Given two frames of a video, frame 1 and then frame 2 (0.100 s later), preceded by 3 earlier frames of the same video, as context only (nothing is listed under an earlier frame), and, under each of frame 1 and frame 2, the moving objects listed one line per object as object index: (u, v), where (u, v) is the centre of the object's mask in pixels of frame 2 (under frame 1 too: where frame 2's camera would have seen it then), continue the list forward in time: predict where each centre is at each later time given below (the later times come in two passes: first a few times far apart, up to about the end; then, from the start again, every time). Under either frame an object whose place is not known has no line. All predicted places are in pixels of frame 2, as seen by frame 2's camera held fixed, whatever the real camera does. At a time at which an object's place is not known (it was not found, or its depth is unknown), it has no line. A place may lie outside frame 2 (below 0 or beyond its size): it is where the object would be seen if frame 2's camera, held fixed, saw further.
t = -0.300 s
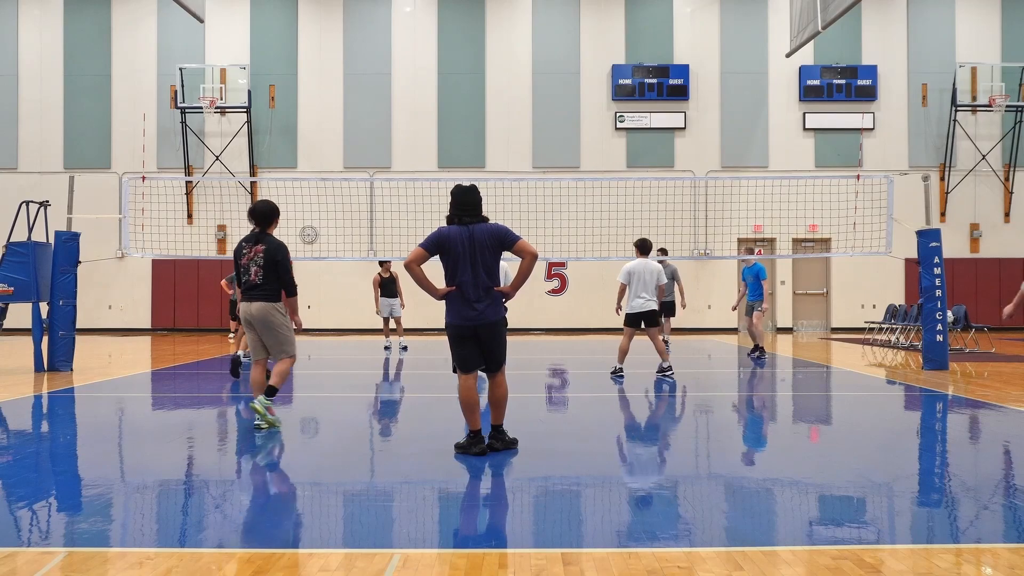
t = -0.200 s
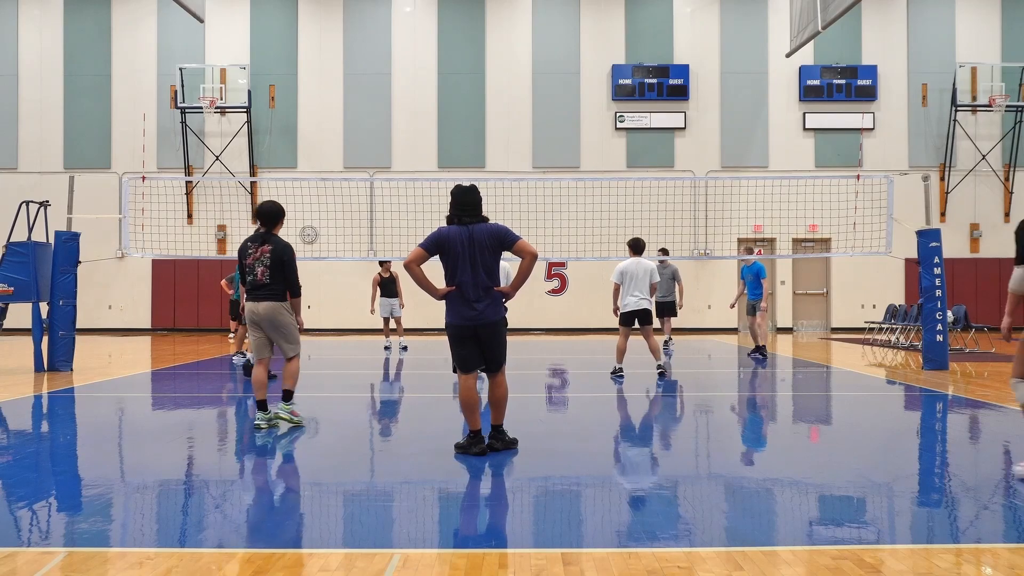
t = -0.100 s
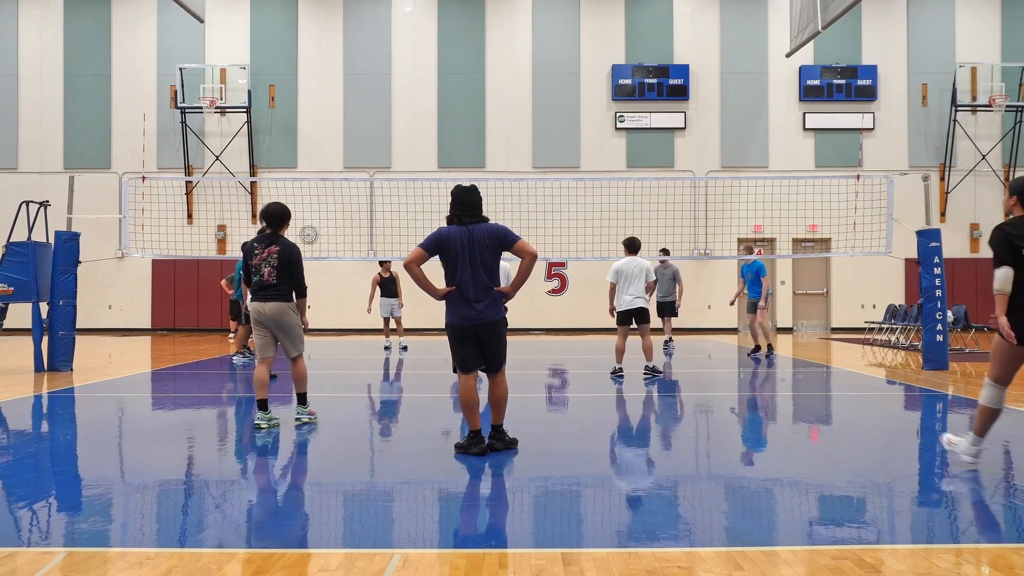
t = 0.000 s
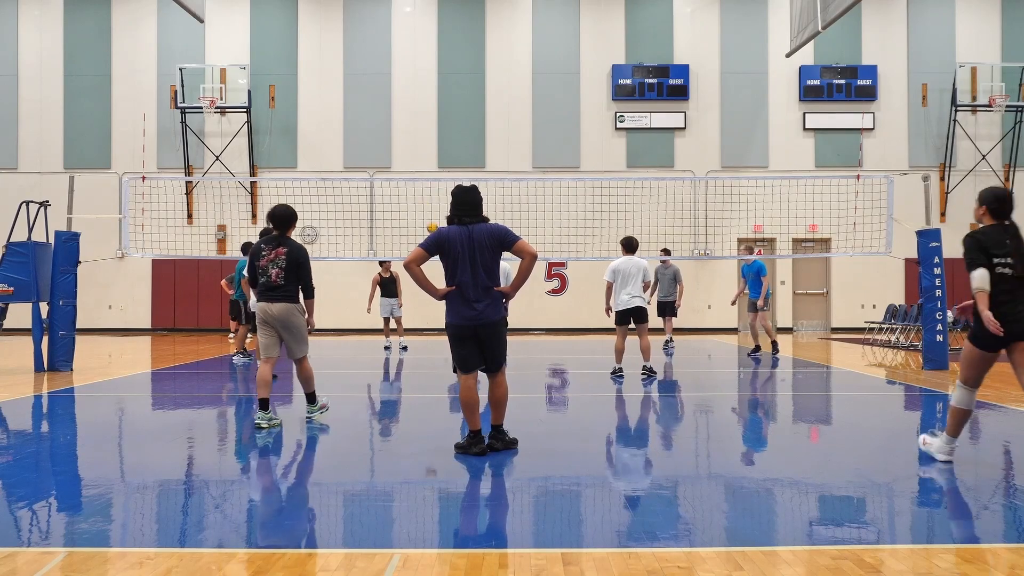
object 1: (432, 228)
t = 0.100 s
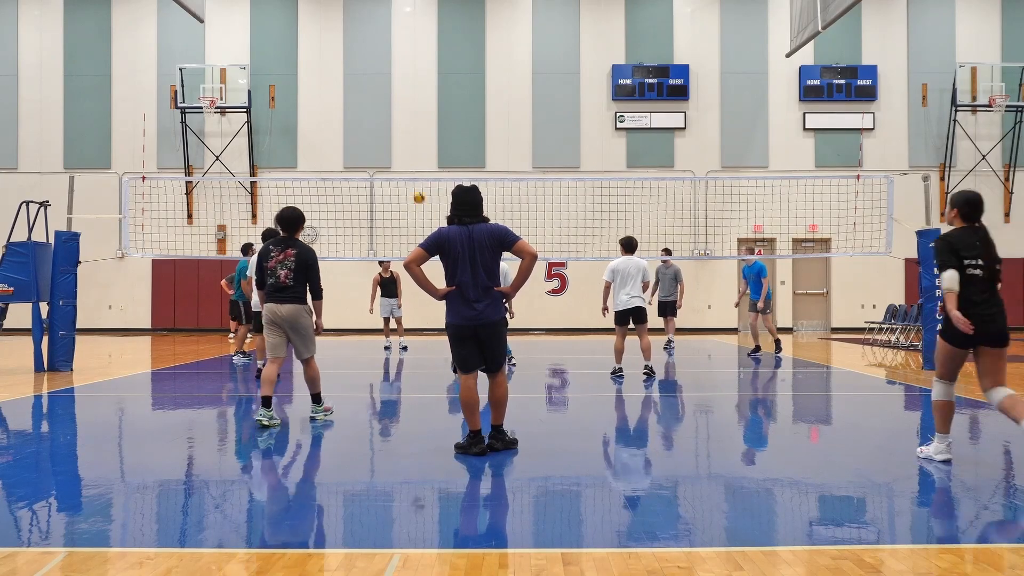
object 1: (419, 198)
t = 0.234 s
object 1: (400, 163)
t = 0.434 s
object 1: (371, 128)
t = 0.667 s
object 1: (334, 114)
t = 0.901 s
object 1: (295, 130)
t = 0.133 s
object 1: (414, 188)
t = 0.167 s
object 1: (409, 179)
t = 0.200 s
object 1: (405, 171)
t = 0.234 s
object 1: (400, 163)
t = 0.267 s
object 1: (395, 156)
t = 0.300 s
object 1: (391, 149)
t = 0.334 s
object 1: (386, 144)
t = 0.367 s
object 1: (381, 138)
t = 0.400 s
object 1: (376, 133)
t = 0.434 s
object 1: (371, 128)
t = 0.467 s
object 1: (366, 124)
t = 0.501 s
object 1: (361, 121)
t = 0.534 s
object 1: (356, 118)
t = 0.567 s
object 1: (350, 116)
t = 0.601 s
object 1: (345, 115)
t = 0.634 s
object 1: (340, 114)
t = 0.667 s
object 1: (334, 114)
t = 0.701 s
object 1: (329, 114)
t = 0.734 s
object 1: (324, 115)
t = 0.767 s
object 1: (318, 117)
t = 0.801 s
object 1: (312, 119)
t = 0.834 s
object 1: (306, 123)
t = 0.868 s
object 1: (301, 126)
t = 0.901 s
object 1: (295, 130)
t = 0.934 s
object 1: (289, 136)
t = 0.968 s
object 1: (283, 142)
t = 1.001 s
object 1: (277, 149)
